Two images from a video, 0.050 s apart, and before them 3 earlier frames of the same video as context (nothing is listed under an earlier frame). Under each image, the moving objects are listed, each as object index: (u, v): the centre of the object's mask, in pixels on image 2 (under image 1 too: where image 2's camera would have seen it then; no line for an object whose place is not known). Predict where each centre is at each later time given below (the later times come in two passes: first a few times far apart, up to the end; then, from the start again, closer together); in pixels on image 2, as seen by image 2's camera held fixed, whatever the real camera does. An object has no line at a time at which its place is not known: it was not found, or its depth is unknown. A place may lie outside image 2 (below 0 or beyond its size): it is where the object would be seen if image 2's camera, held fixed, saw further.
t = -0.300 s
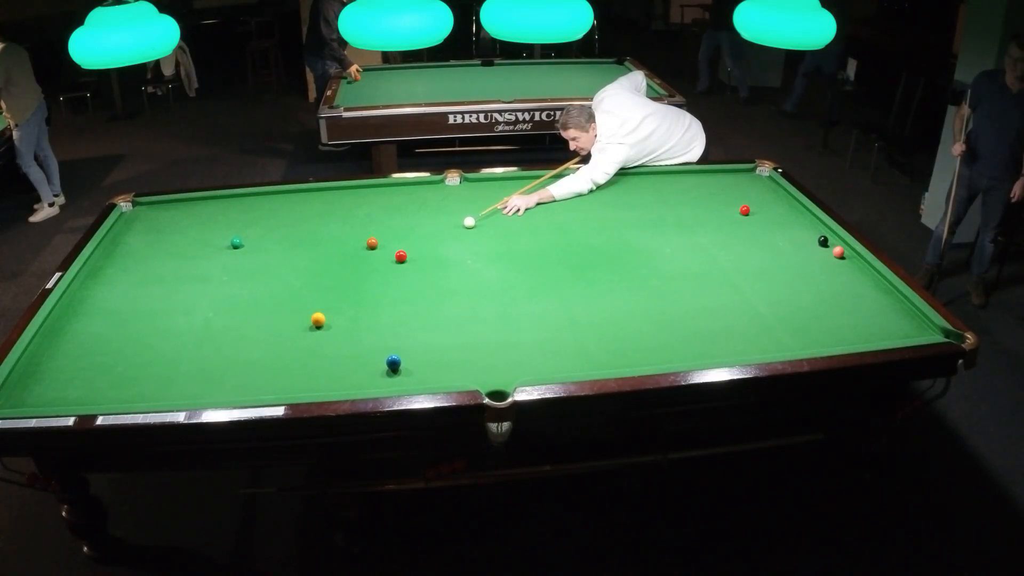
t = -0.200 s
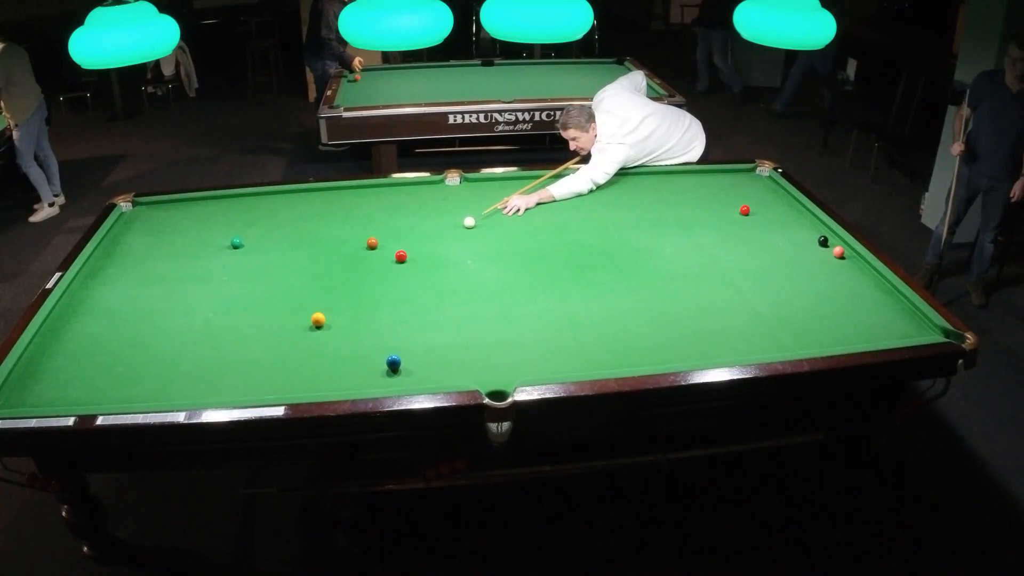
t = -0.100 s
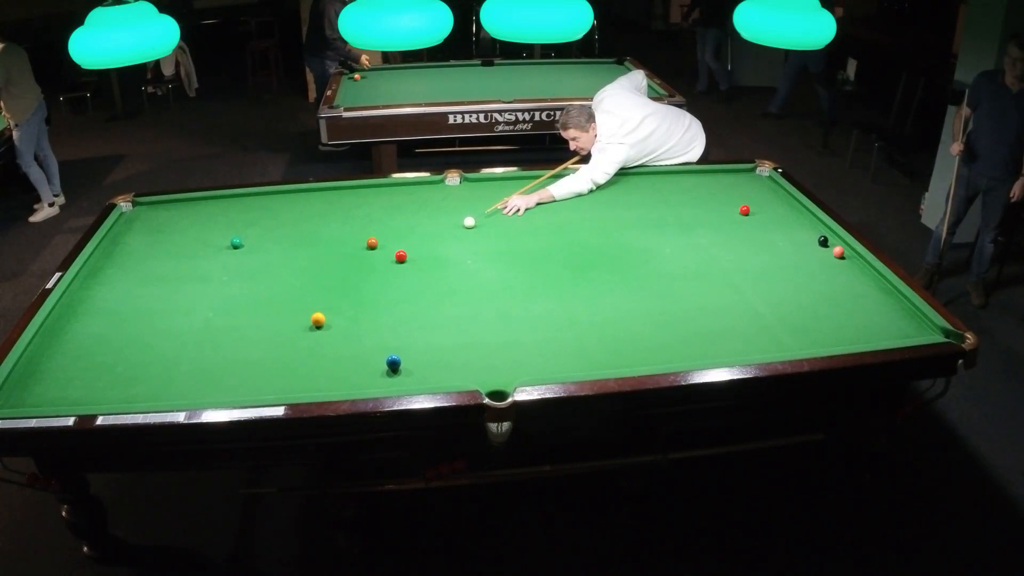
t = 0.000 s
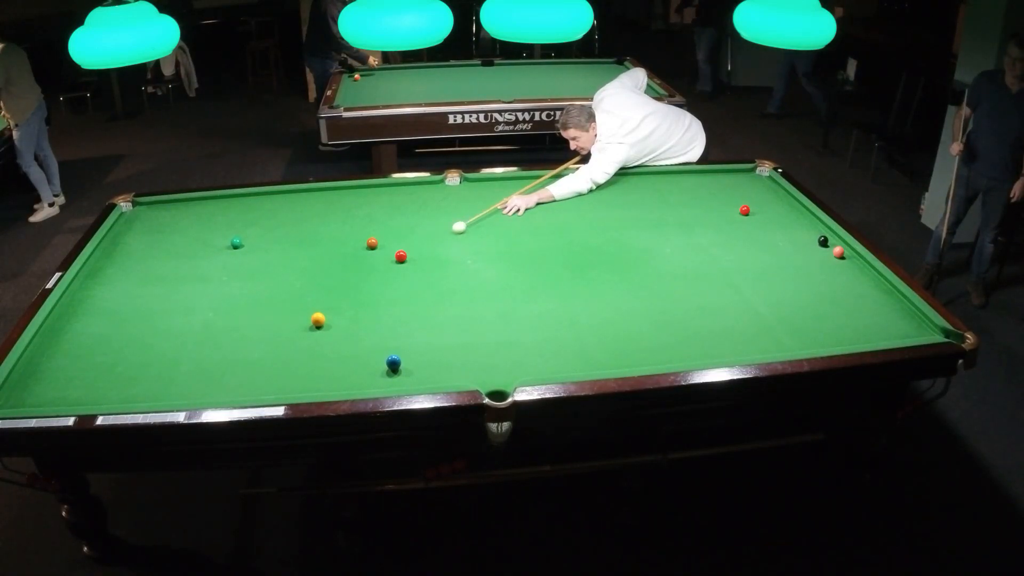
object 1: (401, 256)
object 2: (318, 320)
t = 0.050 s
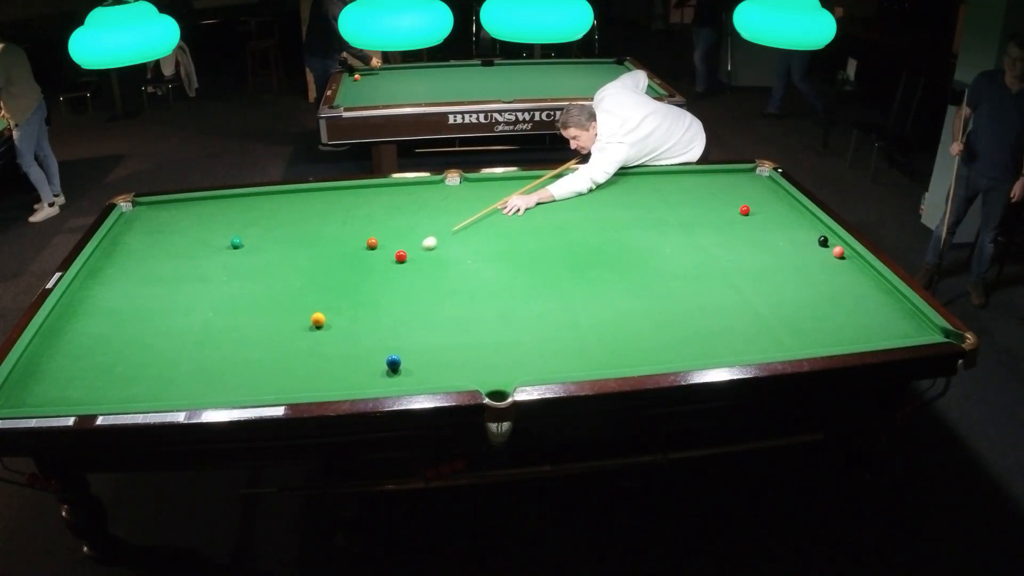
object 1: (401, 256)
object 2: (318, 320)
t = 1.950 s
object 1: (418, 320)
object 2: (329, 297)
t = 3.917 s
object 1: (864, 280)
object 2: (369, 227)
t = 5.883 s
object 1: (661, 273)
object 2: (384, 207)
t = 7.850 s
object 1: (503, 270)
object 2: (385, 207)
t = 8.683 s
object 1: (465, 270)
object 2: (385, 207)
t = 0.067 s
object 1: (401, 256)
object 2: (318, 320)
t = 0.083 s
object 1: (398, 257)
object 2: (318, 320)
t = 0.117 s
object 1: (375, 264)
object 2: (318, 320)
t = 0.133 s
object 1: (364, 268)
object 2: (318, 320)
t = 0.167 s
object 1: (340, 275)
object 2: (318, 320)
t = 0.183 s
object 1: (329, 279)
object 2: (318, 320)
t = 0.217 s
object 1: (306, 286)
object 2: (318, 320)
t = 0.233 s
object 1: (295, 290)
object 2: (318, 320)
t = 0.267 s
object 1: (272, 298)
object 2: (318, 320)
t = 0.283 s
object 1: (261, 301)
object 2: (318, 320)
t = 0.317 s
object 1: (240, 308)
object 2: (318, 320)
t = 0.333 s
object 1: (229, 312)
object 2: (318, 320)
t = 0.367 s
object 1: (208, 319)
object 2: (318, 320)
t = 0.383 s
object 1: (198, 323)
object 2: (318, 320)
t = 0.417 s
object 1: (178, 330)
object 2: (318, 320)
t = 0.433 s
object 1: (168, 333)
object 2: (318, 320)
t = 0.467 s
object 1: (149, 340)
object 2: (318, 320)
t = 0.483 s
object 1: (139, 344)
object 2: (318, 320)
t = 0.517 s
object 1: (119, 350)
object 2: (318, 320)
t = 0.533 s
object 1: (109, 354)
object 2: (318, 320)
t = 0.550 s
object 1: (99, 358)
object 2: (318, 320)
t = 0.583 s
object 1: (79, 364)
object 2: (318, 320)
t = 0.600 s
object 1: (70, 368)
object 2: (318, 320)
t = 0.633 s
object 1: (50, 375)
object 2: (318, 320)
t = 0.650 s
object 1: (40, 379)
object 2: (318, 320)
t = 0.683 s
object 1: (20, 386)
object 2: (318, 320)
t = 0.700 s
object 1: (10, 389)
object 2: (318, 320)
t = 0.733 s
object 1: (5, 395)
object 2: (318, 320)
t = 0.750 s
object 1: (10, 398)
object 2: (318, 320)
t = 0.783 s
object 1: (21, 401)
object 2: (318, 320)
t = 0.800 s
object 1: (27, 402)
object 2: (318, 320)
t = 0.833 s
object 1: (37, 404)
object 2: (318, 320)
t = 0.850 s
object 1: (44, 402)
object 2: (318, 320)
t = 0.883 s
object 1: (57, 400)
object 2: (318, 320)
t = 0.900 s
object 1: (63, 399)
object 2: (318, 320)
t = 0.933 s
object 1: (75, 396)
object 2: (318, 320)
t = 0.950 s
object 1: (81, 394)
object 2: (318, 320)
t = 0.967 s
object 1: (87, 392)
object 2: (318, 320)
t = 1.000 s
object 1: (100, 388)
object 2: (318, 320)
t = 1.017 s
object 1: (106, 386)
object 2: (318, 320)
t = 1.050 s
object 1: (118, 383)
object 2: (318, 320)
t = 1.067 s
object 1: (124, 381)
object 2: (318, 320)
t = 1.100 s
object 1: (137, 377)
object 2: (318, 320)
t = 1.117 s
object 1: (143, 376)
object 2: (318, 320)
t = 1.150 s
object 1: (155, 372)
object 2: (318, 320)
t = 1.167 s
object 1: (162, 370)
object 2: (318, 320)
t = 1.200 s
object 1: (174, 366)
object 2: (318, 320)
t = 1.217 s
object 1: (180, 365)
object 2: (318, 320)
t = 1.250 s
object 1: (192, 362)
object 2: (318, 320)
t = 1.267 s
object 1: (198, 360)
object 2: (318, 320)
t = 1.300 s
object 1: (210, 356)
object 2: (318, 320)
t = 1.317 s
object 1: (216, 355)
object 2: (318, 320)
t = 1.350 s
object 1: (228, 352)
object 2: (318, 320)
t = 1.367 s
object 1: (234, 350)
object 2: (318, 320)
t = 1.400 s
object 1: (246, 346)
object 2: (318, 320)
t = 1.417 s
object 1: (252, 345)
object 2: (318, 320)
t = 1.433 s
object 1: (258, 343)
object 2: (318, 320)
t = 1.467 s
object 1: (269, 340)
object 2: (318, 320)
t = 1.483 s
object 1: (275, 338)
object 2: (318, 320)
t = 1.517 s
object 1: (287, 335)
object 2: (318, 320)
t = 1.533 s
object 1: (292, 333)
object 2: (318, 320)
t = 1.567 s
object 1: (304, 330)
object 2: (318, 320)
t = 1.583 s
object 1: (309, 328)
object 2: (318, 319)
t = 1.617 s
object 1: (319, 326)
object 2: (319, 317)
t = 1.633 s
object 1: (324, 327)
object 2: (319, 316)
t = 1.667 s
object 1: (335, 326)
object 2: (320, 314)
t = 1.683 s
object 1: (339, 326)
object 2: (321, 313)
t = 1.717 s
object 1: (349, 325)
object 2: (322, 311)
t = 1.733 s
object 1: (354, 325)
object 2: (322, 310)
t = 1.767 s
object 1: (364, 323)
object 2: (323, 308)
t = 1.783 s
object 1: (369, 324)
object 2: (324, 307)
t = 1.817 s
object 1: (379, 323)
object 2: (325, 305)
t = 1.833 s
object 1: (384, 322)
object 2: (326, 304)
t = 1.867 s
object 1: (394, 322)
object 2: (327, 302)
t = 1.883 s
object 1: (399, 321)
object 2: (327, 301)
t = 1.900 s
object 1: (404, 321)
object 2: (328, 300)
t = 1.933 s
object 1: (414, 320)
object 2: (329, 298)
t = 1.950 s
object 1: (418, 320)
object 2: (329, 297)
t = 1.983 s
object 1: (428, 319)
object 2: (330, 295)
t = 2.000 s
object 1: (433, 318)
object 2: (331, 294)
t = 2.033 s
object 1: (443, 318)
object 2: (331, 293)
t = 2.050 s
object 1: (447, 318)
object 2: (332, 292)
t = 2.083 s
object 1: (457, 316)
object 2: (333, 290)
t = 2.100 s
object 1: (461, 316)
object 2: (333, 289)
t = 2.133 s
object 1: (471, 316)
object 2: (334, 287)
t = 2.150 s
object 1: (476, 315)
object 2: (335, 287)
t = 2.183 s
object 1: (485, 314)
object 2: (336, 285)
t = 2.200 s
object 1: (490, 314)
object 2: (336, 284)
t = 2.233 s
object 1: (499, 314)
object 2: (337, 282)
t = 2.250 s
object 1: (504, 313)
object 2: (337, 282)
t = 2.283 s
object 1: (513, 312)
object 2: (338, 280)
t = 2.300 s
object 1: (517, 312)
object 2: (339, 279)
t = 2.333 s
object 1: (526, 311)
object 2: (339, 278)
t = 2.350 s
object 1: (531, 310)
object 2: (340, 277)
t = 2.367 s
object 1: (535, 310)
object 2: (340, 276)
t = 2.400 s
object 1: (544, 309)
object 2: (341, 275)
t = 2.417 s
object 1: (549, 309)
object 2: (341, 274)
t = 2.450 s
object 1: (558, 308)
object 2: (342, 273)
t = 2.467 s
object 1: (562, 308)
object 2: (342, 272)
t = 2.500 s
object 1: (571, 307)
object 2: (343, 270)
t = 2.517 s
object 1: (575, 306)
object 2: (344, 270)
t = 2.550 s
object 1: (584, 306)
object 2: (344, 268)
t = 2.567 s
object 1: (588, 305)
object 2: (345, 267)
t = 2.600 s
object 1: (596, 305)
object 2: (346, 266)
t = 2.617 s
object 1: (601, 304)
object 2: (346, 266)
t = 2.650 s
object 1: (609, 304)
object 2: (347, 264)
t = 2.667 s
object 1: (613, 303)
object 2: (347, 263)
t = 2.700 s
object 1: (621, 302)
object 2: (348, 262)
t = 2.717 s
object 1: (625, 302)
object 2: (348, 262)
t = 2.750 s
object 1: (633, 301)
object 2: (349, 260)
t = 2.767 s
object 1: (638, 301)
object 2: (349, 260)
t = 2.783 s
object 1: (641, 301)
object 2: (350, 259)
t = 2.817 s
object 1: (649, 300)
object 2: (350, 258)
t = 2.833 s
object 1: (653, 300)
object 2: (350, 257)
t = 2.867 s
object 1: (661, 299)
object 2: (351, 256)
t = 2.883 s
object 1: (665, 298)
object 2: (351, 256)
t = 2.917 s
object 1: (673, 298)
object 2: (352, 254)
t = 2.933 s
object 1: (677, 297)
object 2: (352, 254)
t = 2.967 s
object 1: (684, 297)
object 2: (353, 253)
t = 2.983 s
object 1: (688, 296)
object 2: (353, 252)
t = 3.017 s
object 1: (695, 296)
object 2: (354, 251)
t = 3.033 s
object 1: (699, 295)
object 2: (354, 251)
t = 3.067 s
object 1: (706, 295)
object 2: (355, 249)
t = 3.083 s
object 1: (710, 295)
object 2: (355, 249)
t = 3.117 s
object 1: (717, 293)
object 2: (356, 248)
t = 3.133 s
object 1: (720, 294)
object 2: (356, 247)
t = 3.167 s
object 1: (727, 293)
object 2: (357, 246)
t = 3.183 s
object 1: (731, 292)
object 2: (357, 246)
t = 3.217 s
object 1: (738, 292)
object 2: (358, 245)
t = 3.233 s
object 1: (742, 292)
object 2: (358, 244)
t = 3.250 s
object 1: (745, 291)
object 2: (358, 244)
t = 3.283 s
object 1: (752, 291)
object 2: (359, 243)
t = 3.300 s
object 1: (755, 290)
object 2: (359, 242)
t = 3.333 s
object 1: (762, 290)
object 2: (360, 241)
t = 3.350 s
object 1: (765, 289)
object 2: (360, 241)
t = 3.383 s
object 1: (771, 289)
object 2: (361, 240)
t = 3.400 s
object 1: (774, 288)
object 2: (361, 240)
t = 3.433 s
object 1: (781, 288)
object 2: (361, 239)
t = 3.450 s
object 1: (784, 287)
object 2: (362, 238)
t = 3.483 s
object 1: (790, 287)
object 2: (362, 237)
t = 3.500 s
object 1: (793, 287)
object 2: (363, 237)
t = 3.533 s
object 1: (800, 286)
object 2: (363, 236)
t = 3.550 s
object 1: (802, 286)
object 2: (363, 236)
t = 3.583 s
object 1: (808, 285)
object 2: (364, 235)
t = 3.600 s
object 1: (811, 285)
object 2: (364, 234)
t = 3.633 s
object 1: (817, 285)
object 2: (365, 234)
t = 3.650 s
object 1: (820, 284)
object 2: (365, 233)
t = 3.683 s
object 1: (826, 284)
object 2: (366, 232)
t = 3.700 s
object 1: (829, 283)
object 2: (366, 232)
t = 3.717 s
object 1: (832, 283)
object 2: (366, 232)
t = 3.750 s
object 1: (837, 282)
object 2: (367, 231)
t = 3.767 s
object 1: (840, 282)
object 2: (367, 231)
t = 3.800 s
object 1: (845, 282)
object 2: (367, 230)
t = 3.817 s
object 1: (848, 281)
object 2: (368, 229)
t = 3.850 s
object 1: (853, 281)
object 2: (368, 229)
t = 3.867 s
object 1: (856, 280)
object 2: (368, 228)
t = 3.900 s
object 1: (862, 280)
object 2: (369, 228)
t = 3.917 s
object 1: (864, 280)
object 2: (369, 227)
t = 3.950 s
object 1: (869, 279)
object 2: (369, 227)
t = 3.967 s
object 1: (872, 279)
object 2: (370, 226)
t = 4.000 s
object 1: (877, 278)
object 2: (370, 226)
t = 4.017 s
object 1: (879, 278)
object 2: (370, 225)
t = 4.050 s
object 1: (879, 278)
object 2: (371, 225)
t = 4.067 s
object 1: (877, 278)
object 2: (371, 224)
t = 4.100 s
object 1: (872, 278)
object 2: (371, 224)
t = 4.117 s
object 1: (870, 278)
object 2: (372, 224)
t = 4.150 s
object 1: (866, 278)
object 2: (372, 223)
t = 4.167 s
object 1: (864, 278)
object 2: (372, 223)
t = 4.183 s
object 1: (862, 278)
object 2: (372, 222)
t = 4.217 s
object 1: (857, 278)
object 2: (373, 222)
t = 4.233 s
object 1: (855, 278)
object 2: (373, 221)
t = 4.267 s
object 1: (851, 278)
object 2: (373, 221)
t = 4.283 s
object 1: (849, 277)
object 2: (374, 220)
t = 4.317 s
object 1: (844, 277)
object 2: (374, 220)
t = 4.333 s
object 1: (843, 277)
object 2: (374, 220)
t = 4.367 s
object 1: (838, 277)
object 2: (375, 219)
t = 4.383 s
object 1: (836, 277)
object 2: (375, 219)
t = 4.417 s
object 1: (832, 277)
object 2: (375, 219)
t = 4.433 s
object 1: (830, 277)
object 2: (376, 218)
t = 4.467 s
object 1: (826, 277)
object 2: (376, 218)
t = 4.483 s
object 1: (823, 277)
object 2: (376, 218)
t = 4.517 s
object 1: (819, 277)
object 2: (377, 217)
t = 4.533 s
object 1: (817, 277)
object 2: (377, 217)
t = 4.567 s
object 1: (813, 277)
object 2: (377, 216)
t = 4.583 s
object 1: (811, 277)
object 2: (377, 216)
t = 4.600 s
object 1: (809, 277)
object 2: (377, 216)
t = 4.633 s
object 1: (805, 277)
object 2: (378, 216)
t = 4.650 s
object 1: (803, 277)
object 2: (378, 215)
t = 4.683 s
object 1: (798, 276)
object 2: (378, 215)
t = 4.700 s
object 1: (796, 276)
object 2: (378, 215)
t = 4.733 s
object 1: (792, 276)
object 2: (379, 214)
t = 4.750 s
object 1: (790, 276)
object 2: (379, 214)
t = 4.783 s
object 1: (786, 276)
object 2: (379, 214)
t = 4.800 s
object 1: (784, 276)
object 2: (379, 214)
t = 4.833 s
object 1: (780, 276)
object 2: (379, 213)
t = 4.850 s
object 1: (778, 276)
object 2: (380, 213)
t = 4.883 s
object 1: (774, 276)
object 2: (380, 213)
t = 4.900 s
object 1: (772, 276)
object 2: (380, 212)
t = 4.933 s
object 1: (768, 276)
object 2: (380, 212)
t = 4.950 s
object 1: (766, 276)
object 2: (380, 212)
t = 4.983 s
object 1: (762, 276)
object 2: (381, 212)
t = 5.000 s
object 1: (760, 276)
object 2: (381, 212)
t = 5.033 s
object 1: (756, 275)
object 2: (381, 211)
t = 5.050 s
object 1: (754, 276)
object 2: (381, 211)
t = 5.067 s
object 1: (752, 276)
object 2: (381, 211)
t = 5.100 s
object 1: (748, 275)
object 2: (382, 211)
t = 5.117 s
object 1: (746, 275)
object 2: (382, 211)
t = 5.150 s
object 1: (742, 275)
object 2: (382, 210)
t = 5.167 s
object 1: (740, 275)
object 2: (382, 210)
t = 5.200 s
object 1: (736, 275)
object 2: (382, 210)
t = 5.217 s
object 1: (734, 275)
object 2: (383, 210)
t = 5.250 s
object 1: (731, 275)
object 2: (383, 210)
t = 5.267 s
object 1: (728, 274)
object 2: (383, 210)
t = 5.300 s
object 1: (725, 275)
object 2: (383, 209)
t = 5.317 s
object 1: (723, 275)
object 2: (383, 209)
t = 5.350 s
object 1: (719, 274)
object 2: (383, 209)
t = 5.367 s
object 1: (717, 274)
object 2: (383, 209)
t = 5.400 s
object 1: (713, 274)
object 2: (383, 209)
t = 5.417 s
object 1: (711, 274)
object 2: (383, 209)
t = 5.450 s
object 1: (708, 274)
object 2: (384, 208)
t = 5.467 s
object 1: (706, 274)
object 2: (384, 208)
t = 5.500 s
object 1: (702, 274)
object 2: (384, 208)
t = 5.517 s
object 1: (700, 274)
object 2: (384, 208)
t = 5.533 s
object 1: (698, 274)
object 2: (384, 208)
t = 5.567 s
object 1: (695, 274)
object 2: (384, 208)
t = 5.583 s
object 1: (693, 274)
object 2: (384, 208)
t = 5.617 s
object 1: (689, 274)
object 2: (384, 208)
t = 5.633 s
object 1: (687, 274)
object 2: (384, 208)
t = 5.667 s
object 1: (684, 274)
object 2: (384, 208)
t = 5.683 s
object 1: (682, 274)
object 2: (384, 208)
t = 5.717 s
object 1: (678, 274)
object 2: (384, 207)
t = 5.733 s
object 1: (677, 274)
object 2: (384, 207)
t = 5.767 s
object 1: (673, 273)
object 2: (384, 207)
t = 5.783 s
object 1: (671, 273)
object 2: (384, 207)
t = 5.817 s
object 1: (668, 274)
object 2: (384, 207)
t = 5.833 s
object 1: (666, 273)
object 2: (384, 207)
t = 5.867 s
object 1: (663, 273)
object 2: (384, 207)
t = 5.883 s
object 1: (661, 273)
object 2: (384, 207)
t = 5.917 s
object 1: (657, 273)
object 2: (384, 207)
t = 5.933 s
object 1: (656, 273)
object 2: (384, 207)
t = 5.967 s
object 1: (652, 273)
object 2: (384, 207)
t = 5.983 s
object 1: (651, 273)
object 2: (385, 207)
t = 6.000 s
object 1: (649, 273)
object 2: (385, 207)
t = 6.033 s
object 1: (645, 273)
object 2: (385, 207)
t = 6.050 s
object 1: (644, 273)
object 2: (385, 207)
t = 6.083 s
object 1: (641, 273)
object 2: (385, 207)
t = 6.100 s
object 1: (639, 273)
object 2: (384, 207)
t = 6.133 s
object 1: (637, 273)
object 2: (385, 207)
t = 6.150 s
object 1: (635, 272)
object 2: (384, 207)
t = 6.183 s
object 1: (631, 273)
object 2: (385, 207)
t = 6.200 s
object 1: (630, 272)
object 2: (385, 207)
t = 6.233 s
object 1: (627, 272)
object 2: (385, 207)
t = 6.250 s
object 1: (625, 272)
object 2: (385, 207)
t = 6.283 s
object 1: (622, 272)
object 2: (385, 207)
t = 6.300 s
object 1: (620, 272)
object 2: (385, 207)
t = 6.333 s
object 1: (617, 272)
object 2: (385, 207)
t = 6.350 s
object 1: (616, 272)
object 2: (384, 207)
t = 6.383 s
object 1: (613, 272)
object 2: (385, 207)
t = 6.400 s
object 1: (611, 272)
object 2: (385, 207)
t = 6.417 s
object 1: (609, 272)
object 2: (385, 207)
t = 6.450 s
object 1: (606, 272)
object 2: (385, 207)
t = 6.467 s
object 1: (605, 272)
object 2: (385, 207)
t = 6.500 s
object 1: (602, 272)
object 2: (385, 207)
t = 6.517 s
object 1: (600, 272)
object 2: (385, 207)
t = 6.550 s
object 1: (597, 272)
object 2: (385, 207)
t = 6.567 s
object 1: (596, 272)
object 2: (385, 207)
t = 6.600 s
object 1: (593, 272)
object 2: (385, 207)
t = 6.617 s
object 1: (591, 272)
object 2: (384, 207)
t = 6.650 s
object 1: (588, 272)
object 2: (385, 207)
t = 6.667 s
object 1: (587, 272)
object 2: (385, 207)
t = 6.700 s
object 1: (585, 272)
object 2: (385, 207)
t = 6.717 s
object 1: (583, 272)
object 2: (385, 207)
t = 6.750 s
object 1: (580, 272)
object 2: (384, 207)
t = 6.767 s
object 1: (579, 271)
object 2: (384, 207)
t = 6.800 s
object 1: (576, 271)
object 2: (384, 207)
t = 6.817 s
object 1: (575, 272)
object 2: (385, 207)
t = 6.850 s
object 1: (572, 271)
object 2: (385, 207)
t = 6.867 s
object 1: (571, 272)
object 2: (385, 207)
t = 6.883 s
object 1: (569, 271)
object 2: (385, 207)
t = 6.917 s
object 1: (567, 271)
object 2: (385, 207)
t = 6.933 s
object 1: (565, 271)
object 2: (385, 207)
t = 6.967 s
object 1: (563, 271)
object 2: (385, 207)
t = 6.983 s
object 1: (561, 271)
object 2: (385, 207)
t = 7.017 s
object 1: (559, 271)
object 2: (385, 207)
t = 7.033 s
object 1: (557, 271)
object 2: (385, 207)
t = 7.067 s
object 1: (555, 271)
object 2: (385, 207)
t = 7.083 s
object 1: (554, 271)
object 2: (385, 207)
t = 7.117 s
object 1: (551, 271)
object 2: (385, 207)
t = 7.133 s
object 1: (550, 271)
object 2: (385, 207)
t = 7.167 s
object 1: (547, 271)
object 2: (385, 207)
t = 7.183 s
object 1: (546, 271)
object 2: (385, 207)
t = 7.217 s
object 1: (544, 271)
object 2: (385, 207)
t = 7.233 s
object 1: (543, 271)
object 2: (385, 207)
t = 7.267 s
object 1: (540, 271)
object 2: (385, 207)
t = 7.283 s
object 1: (539, 271)
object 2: (385, 207)
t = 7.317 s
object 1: (537, 271)
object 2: (385, 207)
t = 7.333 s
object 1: (535, 271)
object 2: (385, 207)
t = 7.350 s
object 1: (534, 271)
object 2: (384, 207)
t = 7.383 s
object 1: (532, 271)
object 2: (384, 207)
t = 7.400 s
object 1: (531, 271)
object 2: (385, 207)
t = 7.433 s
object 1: (529, 271)
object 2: (385, 207)
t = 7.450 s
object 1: (528, 271)
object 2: (385, 207)
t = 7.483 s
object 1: (525, 271)
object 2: (385, 207)
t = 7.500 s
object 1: (524, 270)
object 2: (385, 207)
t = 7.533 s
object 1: (522, 270)
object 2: (385, 207)
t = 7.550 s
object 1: (521, 270)
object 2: (385, 207)
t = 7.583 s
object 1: (519, 270)
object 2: (384, 207)
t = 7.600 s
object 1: (518, 270)
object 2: (384, 207)
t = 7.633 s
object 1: (516, 270)
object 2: (384, 207)
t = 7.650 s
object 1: (515, 270)
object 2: (384, 207)
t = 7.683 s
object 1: (513, 270)
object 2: (384, 207)
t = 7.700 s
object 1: (512, 270)
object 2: (384, 207)
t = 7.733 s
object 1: (510, 270)
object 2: (384, 207)
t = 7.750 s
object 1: (509, 270)
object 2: (384, 207)
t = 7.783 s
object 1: (507, 270)
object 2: (384, 207)
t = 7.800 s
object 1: (506, 270)
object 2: (384, 207)
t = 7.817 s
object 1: (505, 270)
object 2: (384, 207)
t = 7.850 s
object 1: (503, 270)
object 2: (385, 207)
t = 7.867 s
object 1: (502, 270)
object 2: (384, 207)
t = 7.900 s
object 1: (500, 270)
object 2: (384, 207)
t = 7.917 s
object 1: (499, 270)
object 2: (384, 207)
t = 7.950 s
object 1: (497, 270)
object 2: (384, 207)
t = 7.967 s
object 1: (496, 270)
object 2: (384, 207)
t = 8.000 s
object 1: (495, 270)
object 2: (384, 207)
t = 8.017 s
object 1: (494, 270)
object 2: (384, 207)
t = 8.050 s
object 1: (492, 270)
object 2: (384, 207)
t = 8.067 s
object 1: (491, 270)
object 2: (384, 207)
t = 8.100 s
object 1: (490, 270)
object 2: (385, 207)
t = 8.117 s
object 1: (489, 270)
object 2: (384, 207)
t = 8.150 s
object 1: (487, 270)
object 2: (384, 207)
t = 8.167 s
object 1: (487, 270)
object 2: (385, 207)
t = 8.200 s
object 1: (485, 270)
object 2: (384, 207)
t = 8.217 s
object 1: (484, 270)
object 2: (385, 207)
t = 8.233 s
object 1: (483, 270)
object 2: (385, 207)
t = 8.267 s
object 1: (482, 270)
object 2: (384, 207)
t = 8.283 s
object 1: (481, 270)
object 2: (385, 207)
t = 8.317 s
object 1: (480, 270)
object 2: (385, 207)
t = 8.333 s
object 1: (479, 270)
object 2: (385, 207)
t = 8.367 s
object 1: (477, 270)
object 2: (385, 207)
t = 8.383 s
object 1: (477, 270)
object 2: (385, 207)
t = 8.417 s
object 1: (475, 270)
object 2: (385, 207)
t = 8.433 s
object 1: (475, 270)
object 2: (385, 207)
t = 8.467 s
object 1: (473, 270)
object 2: (384, 207)
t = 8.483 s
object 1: (473, 270)
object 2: (385, 207)
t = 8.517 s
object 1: (471, 270)
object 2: (385, 207)
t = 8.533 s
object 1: (471, 270)
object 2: (385, 207)
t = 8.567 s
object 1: (469, 270)
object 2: (385, 207)
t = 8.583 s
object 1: (469, 270)
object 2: (385, 207)
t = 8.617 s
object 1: (468, 270)
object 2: (385, 207)
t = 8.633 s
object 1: (467, 270)
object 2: (385, 207)
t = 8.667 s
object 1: (466, 270)
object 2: (385, 207)
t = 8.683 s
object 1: (465, 270)
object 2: (385, 207)
